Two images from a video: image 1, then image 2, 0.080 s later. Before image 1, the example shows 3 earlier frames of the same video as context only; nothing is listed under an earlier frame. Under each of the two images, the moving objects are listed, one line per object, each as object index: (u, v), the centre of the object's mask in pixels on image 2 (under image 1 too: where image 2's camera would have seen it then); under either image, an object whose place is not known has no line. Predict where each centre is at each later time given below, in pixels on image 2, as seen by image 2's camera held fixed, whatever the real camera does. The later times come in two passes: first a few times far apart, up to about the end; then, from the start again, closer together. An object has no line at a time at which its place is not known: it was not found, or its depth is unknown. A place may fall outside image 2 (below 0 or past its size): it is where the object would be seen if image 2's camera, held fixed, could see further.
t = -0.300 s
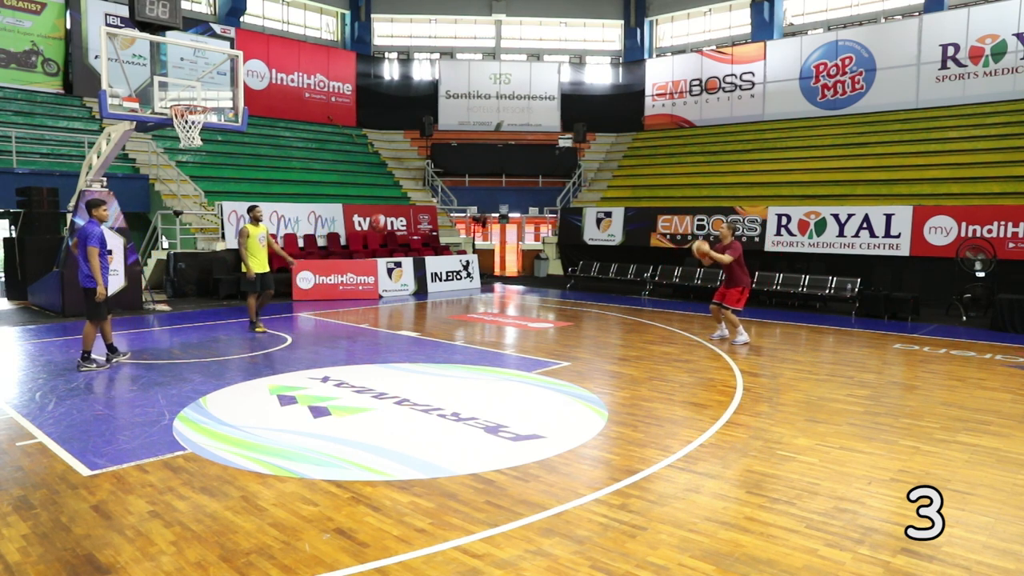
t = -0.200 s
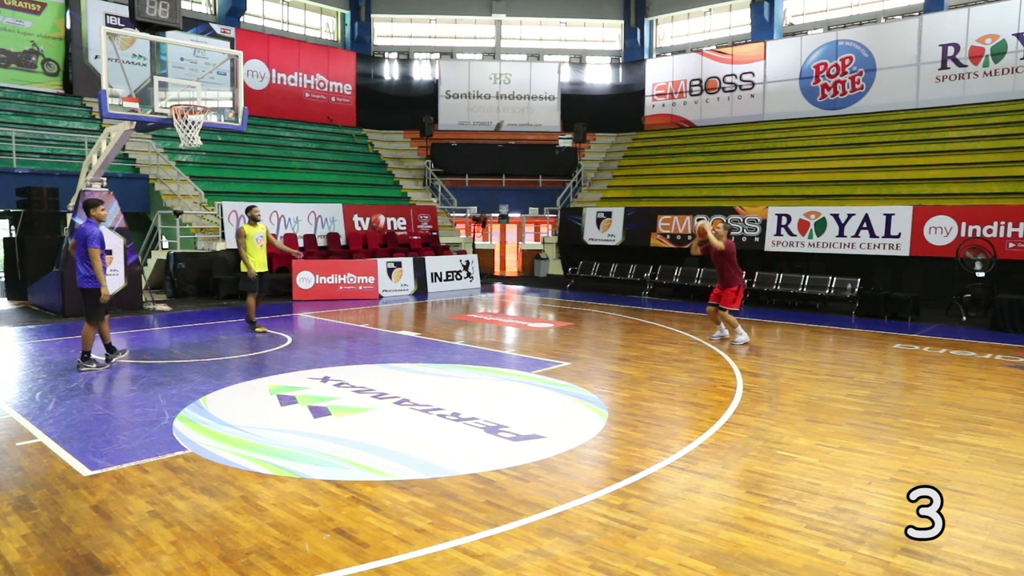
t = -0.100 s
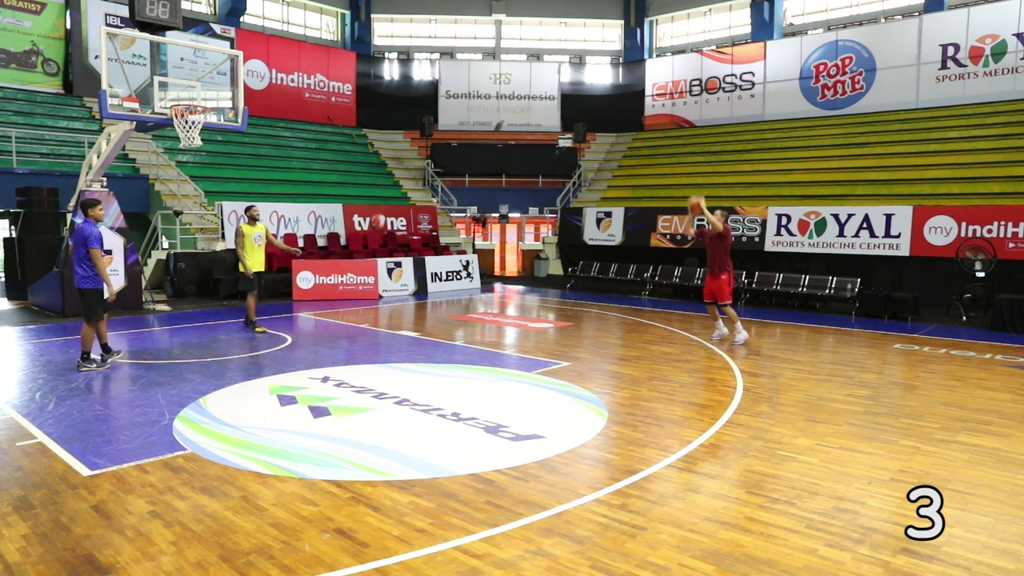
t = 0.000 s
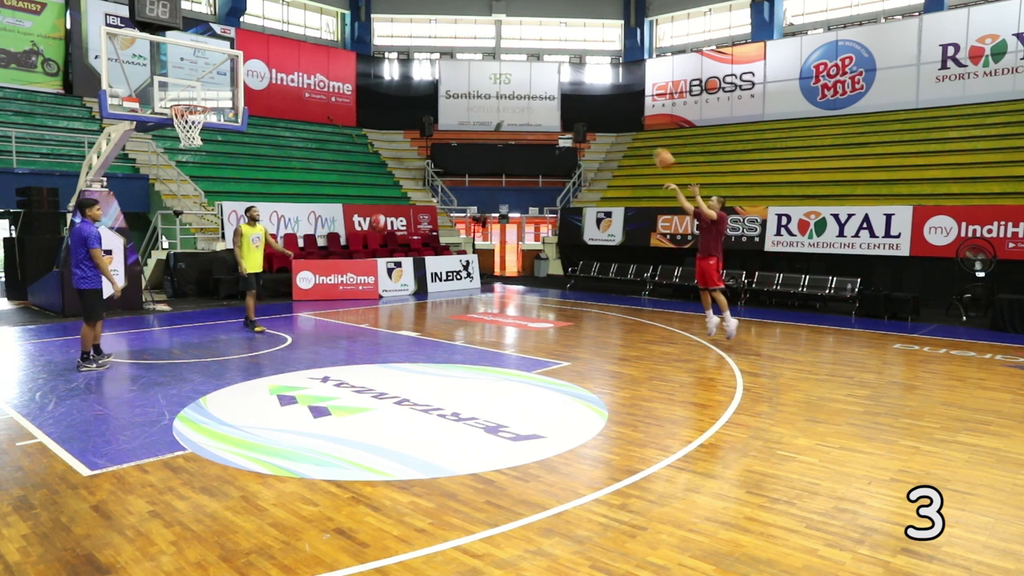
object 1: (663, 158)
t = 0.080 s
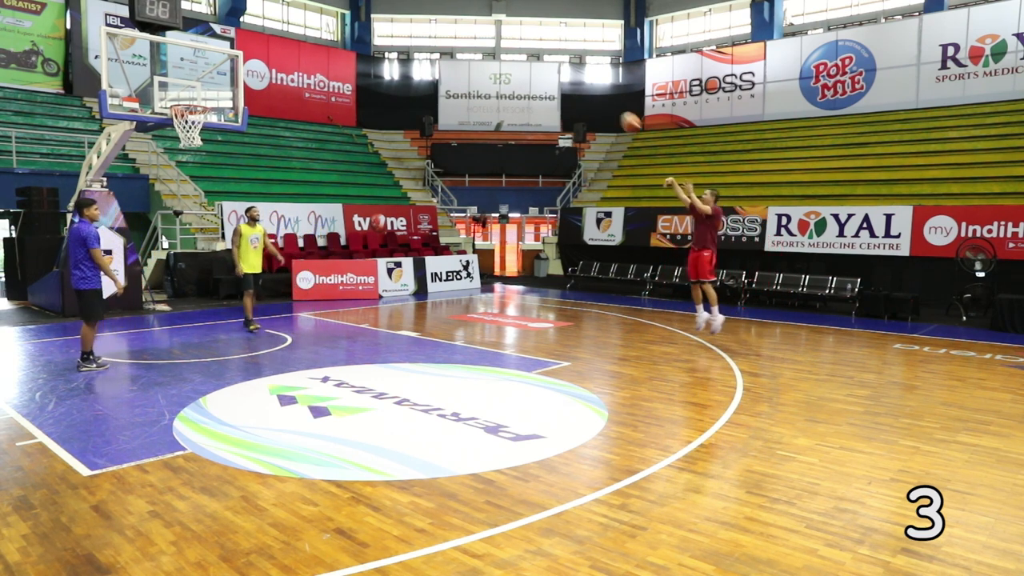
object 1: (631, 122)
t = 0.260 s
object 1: (556, 60)
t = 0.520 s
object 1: (449, 11)
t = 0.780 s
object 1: (344, 16)
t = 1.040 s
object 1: (242, 71)
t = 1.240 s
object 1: (196, 70)
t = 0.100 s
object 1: (623, 115)
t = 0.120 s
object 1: (614, 107)
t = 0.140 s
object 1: (606, 99)
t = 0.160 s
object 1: (599, 93)
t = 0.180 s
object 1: (589, 87)
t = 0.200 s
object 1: (580, 78)
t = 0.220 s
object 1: (574, 72)
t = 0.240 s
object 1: (566, 66)
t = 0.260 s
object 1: (556, 60)
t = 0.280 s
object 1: (546, 55)
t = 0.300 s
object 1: (540, 51)
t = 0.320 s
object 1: (531, 46)
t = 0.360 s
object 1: (514, 36)
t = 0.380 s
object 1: (505, 31)
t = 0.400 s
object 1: (498, 28)
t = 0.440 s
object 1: (482, 20)
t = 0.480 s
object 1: (465, 15)
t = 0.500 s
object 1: (457, 13)
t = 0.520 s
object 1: (449, 11)
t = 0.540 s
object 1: (441, 10)
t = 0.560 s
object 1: (433, 9)
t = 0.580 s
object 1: (425, 8)
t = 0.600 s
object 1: (417, 8)
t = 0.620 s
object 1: (408, 8)
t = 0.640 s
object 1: (400, 8)
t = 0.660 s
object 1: (392, 8)
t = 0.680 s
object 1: (384, 8)
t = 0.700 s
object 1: (375, 9)
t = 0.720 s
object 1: (367, 10)
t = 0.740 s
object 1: (360, 12)
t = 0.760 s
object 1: (353, 14)
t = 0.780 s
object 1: (344, 16)
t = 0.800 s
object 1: (336, 19)
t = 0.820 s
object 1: (328, 21)
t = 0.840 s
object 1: (320, 25)
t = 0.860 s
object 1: (311, 29)
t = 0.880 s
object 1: (303, 32)
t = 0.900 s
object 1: (296, 36)
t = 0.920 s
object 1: (289, 40)
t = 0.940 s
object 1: (281, 44)
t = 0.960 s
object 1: (274, 48)
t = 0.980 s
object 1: (266, 53)
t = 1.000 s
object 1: (259, 58)
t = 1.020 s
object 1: (250, 64)
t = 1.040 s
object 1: (242, 71)
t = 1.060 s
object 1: (234, 78)
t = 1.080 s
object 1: (227, 84)
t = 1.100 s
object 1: (220, 91)
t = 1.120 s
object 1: (211, 97)
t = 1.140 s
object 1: (206, 99)
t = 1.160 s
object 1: (204, 93)
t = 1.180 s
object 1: (202, 87)
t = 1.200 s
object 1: (200, 81)
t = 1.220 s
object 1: (198, 76)
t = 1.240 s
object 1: (196, 70)
